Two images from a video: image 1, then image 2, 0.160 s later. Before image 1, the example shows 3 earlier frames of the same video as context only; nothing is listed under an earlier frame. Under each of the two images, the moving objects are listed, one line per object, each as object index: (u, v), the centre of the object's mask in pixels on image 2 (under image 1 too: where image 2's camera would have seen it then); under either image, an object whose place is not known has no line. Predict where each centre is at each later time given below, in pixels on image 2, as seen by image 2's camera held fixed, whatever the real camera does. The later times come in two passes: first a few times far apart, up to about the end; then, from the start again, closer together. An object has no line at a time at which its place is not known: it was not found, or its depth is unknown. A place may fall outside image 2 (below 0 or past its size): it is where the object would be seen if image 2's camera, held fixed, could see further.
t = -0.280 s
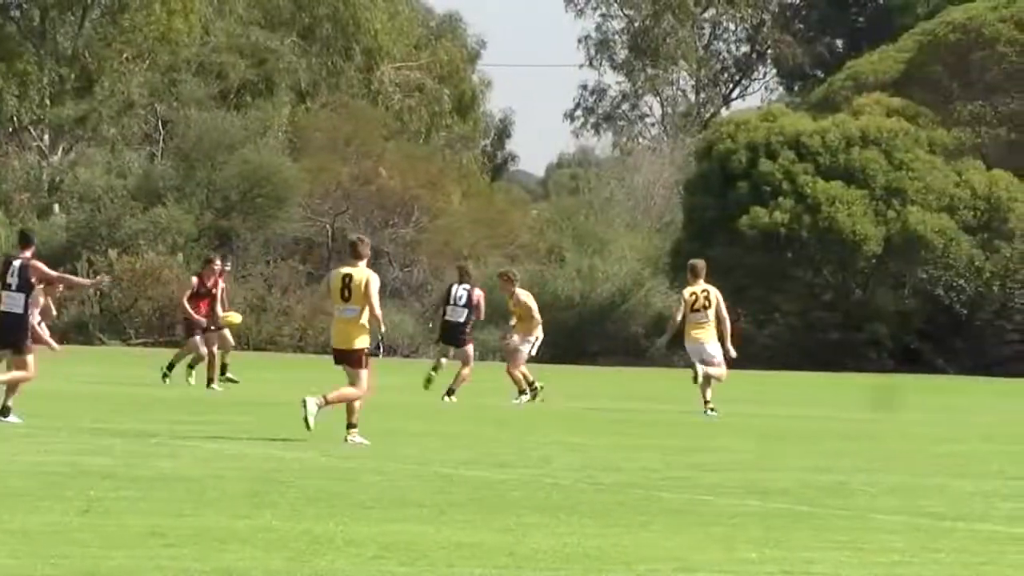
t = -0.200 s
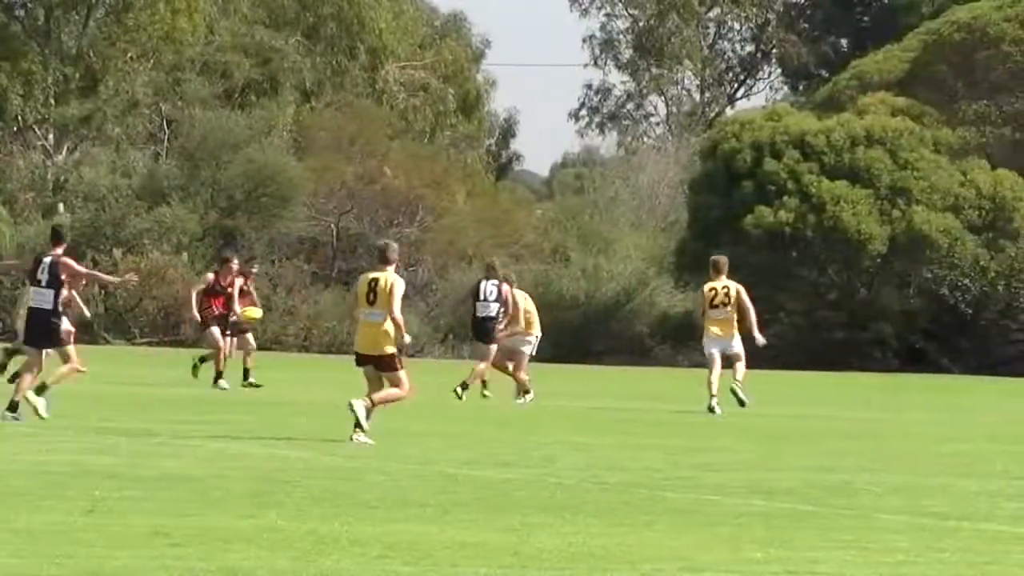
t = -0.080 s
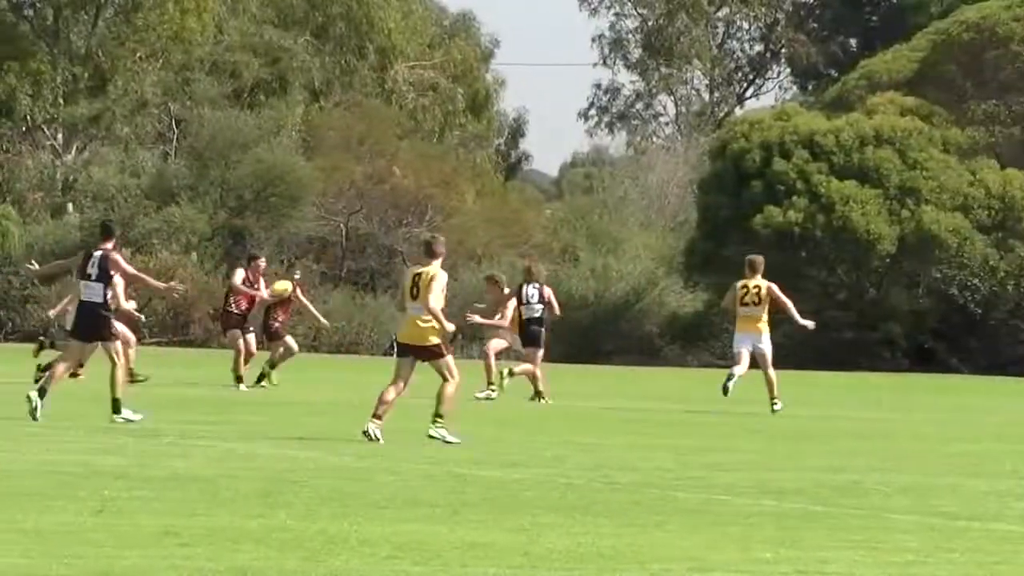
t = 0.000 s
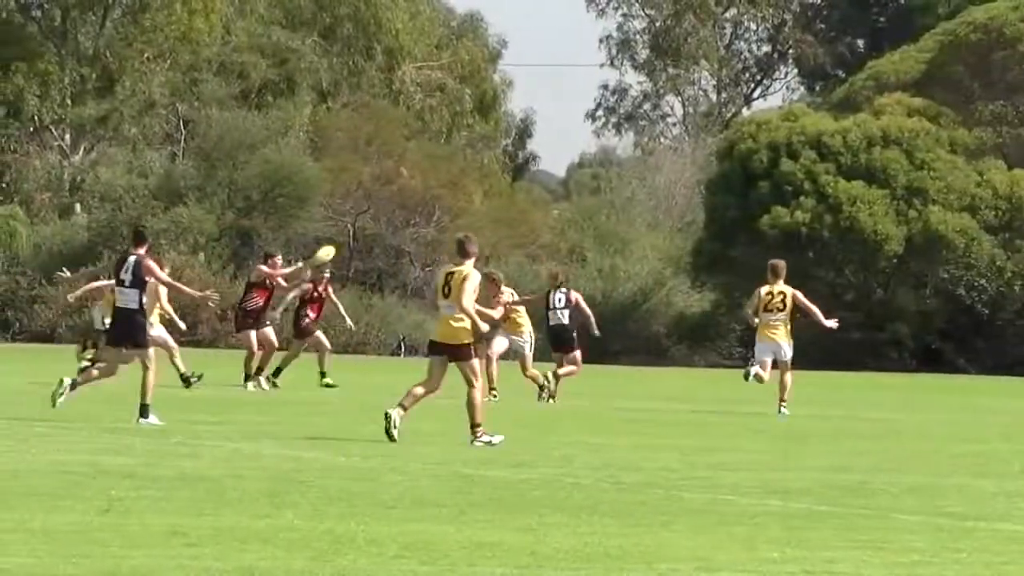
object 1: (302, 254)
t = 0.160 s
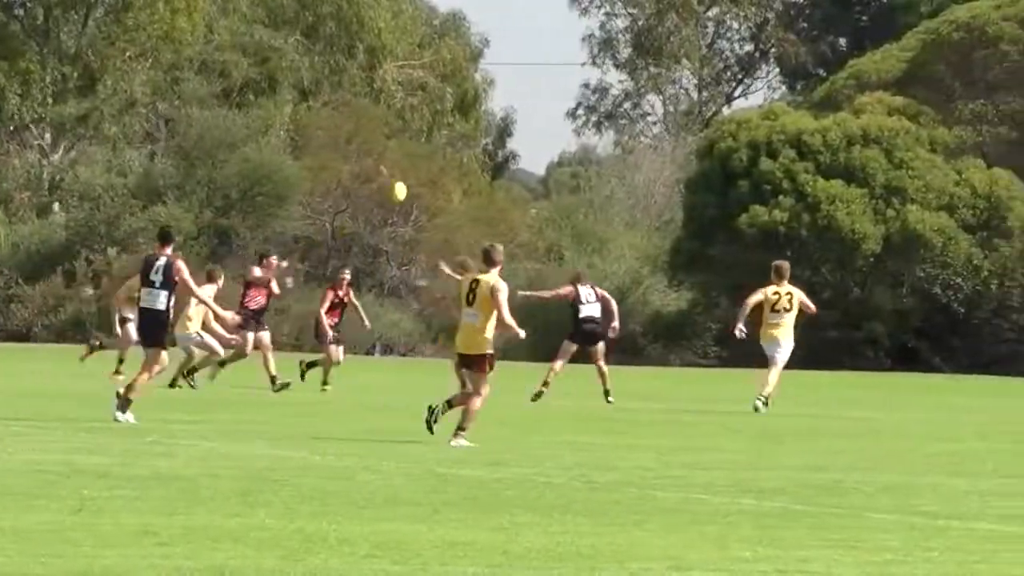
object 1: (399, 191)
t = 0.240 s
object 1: (447, 167)
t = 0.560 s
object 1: (624, 131)
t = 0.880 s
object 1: (787, 180)
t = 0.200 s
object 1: (424, 178)
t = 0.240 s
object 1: (447, 167)
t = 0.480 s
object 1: (580, 134)
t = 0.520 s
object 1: (602, 133)
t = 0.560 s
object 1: (624, 131)
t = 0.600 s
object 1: (646, 132)
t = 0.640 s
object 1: (667, 133)
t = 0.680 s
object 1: (687, 139)
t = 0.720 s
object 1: (706, 145)
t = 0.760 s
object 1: (725, 153)
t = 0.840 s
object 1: (766, 170)
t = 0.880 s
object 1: (787, 180)
